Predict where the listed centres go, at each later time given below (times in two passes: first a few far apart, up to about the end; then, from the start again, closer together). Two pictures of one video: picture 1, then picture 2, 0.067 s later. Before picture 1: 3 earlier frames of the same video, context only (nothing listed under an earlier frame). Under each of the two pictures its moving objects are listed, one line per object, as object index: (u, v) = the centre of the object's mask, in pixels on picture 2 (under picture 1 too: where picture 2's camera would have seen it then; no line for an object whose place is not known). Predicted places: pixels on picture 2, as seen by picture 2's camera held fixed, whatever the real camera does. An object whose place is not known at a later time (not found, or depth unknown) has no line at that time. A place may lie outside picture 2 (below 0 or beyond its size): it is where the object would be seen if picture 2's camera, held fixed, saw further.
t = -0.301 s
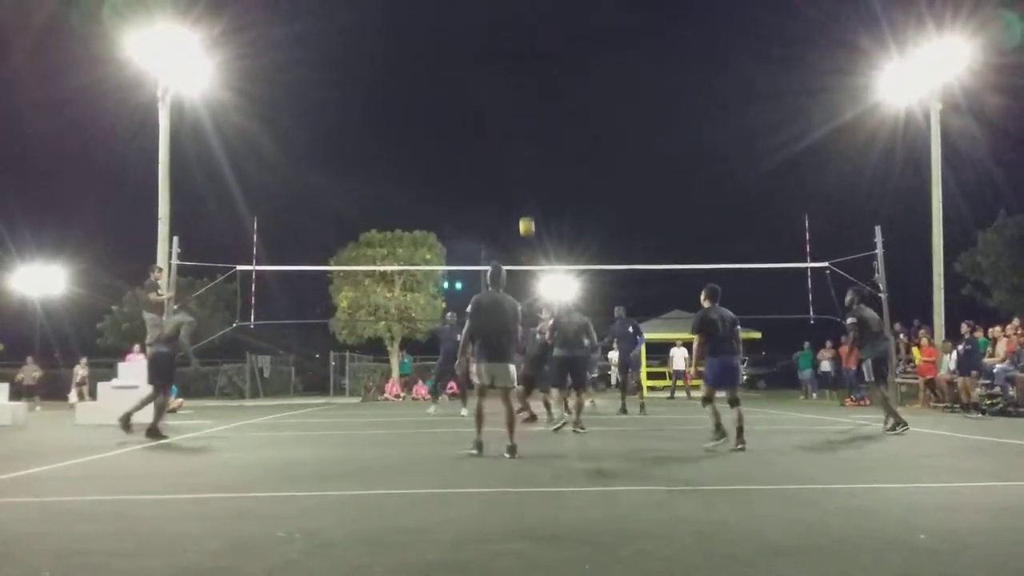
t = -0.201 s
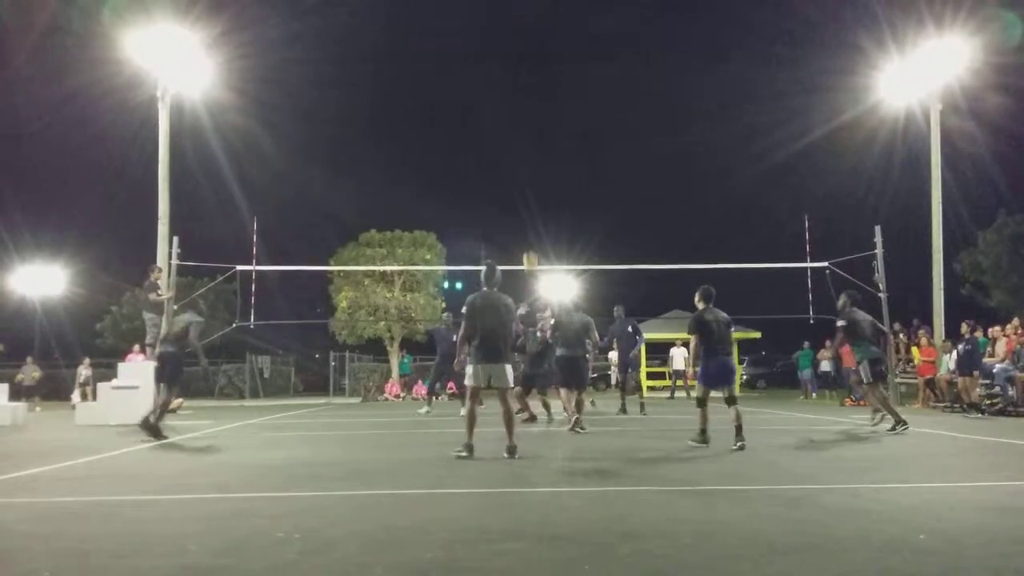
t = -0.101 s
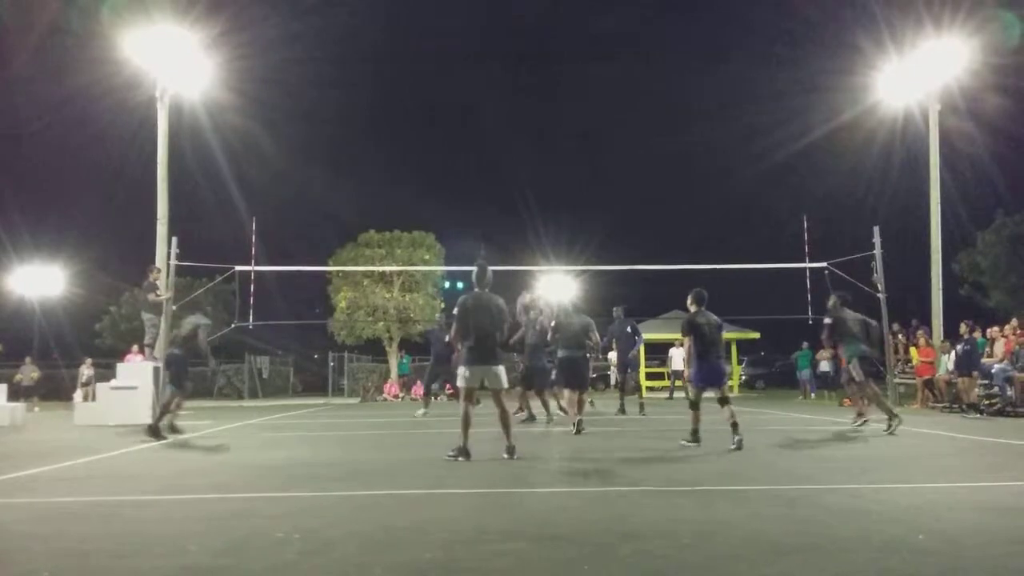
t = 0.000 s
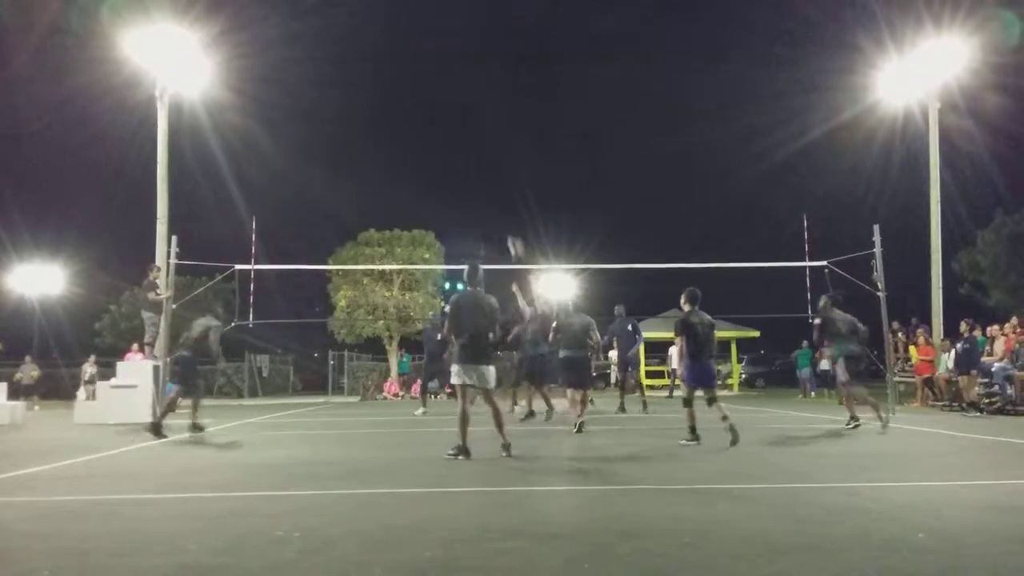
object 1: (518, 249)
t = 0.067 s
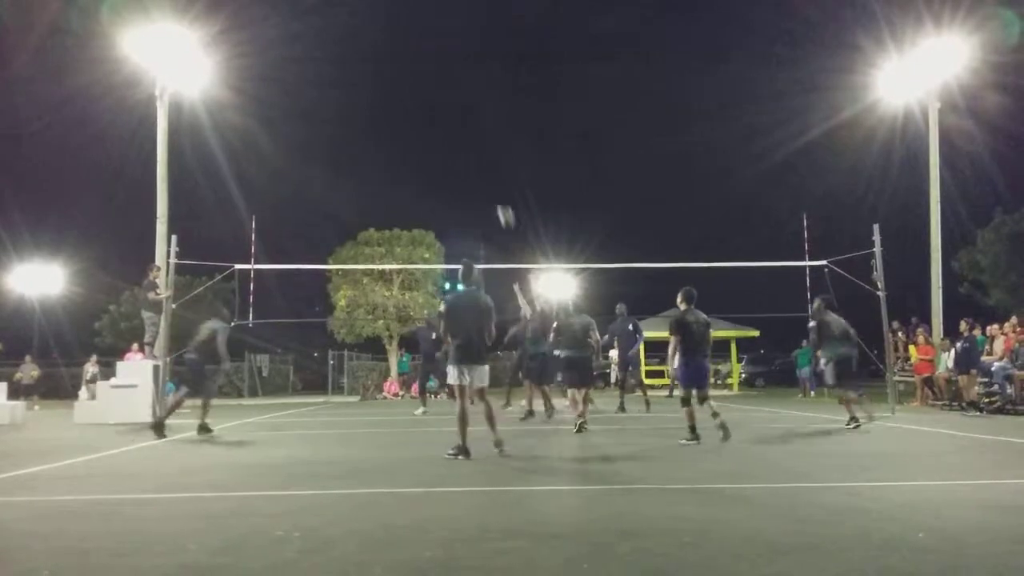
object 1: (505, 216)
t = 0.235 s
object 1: (480, 150)
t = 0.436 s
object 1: (466, 99)
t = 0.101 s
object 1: (501, 202)
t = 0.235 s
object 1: (480, 150)
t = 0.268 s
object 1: (480, 143)
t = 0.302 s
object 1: (480, 135)
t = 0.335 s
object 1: (475, 127)
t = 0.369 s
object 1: (468, 116)
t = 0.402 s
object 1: (470, 108)
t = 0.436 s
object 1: (466, 99)
